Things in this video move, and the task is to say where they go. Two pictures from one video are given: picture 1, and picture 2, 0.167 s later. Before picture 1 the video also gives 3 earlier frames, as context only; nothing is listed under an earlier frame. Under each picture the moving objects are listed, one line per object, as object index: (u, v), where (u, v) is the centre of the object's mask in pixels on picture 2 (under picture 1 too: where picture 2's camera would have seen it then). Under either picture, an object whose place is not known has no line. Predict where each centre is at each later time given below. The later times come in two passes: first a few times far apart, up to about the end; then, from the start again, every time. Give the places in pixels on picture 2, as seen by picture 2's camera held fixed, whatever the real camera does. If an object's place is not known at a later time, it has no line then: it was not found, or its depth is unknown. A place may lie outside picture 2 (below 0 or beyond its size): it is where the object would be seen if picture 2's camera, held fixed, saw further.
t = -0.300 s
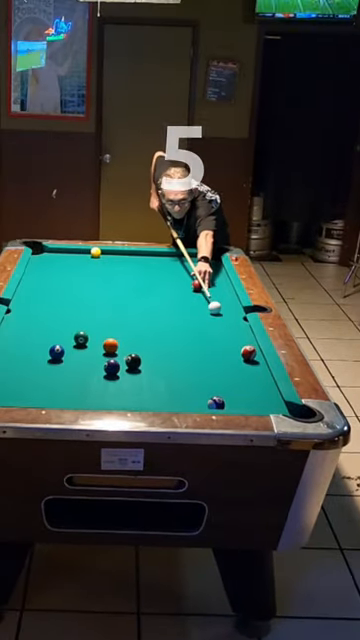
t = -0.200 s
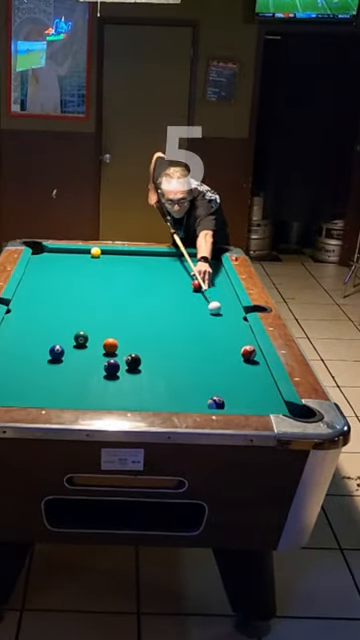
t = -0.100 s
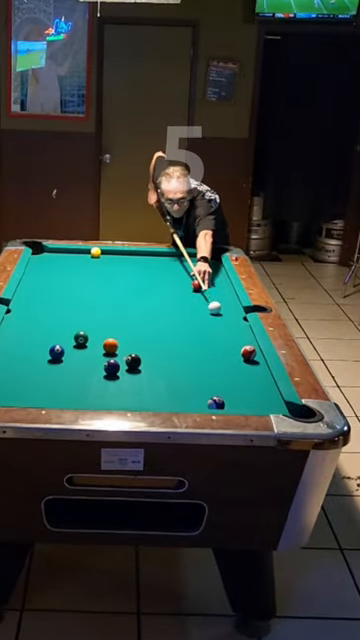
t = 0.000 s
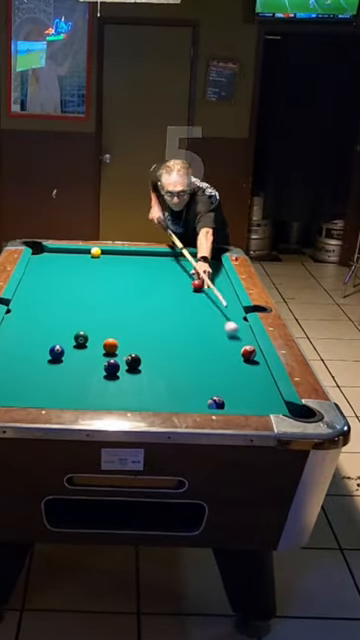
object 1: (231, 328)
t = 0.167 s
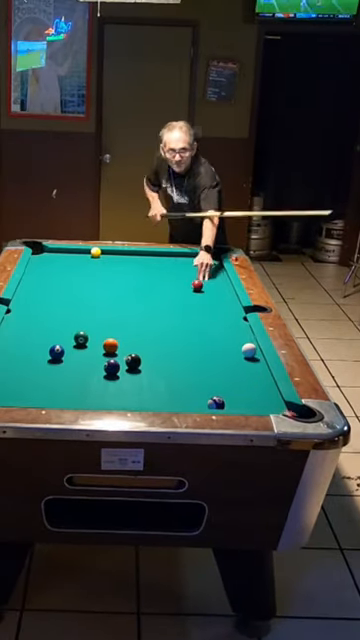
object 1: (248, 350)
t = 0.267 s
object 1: (247, 355)
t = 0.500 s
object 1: (245, 367)
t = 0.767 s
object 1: (241, 378)
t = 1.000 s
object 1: (237, 386)
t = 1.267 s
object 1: (234, 390)
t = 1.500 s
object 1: (234, 392)
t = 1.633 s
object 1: (234, 392)
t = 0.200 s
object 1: (248, 352)
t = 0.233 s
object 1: (248, 353)
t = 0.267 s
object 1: (247, 355)
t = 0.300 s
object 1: (247, 357)
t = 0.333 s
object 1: (247, 359)
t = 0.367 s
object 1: (246, 360)
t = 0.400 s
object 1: (246, 362)
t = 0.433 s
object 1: (245, 364)
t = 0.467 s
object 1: (245, 366)
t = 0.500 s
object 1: (245, 367)
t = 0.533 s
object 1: (244, 369)
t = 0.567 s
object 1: (244, 370)
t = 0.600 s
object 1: (243, 372)
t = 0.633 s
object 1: (243, 373)
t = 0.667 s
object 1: (242, 375)
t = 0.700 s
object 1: (242, 376)
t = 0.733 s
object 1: (241, 377)
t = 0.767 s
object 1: (241, 378)
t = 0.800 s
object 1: (240, 380)
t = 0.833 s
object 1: (240, 381)
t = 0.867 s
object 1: (239, 382)
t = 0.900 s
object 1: (239, 383)
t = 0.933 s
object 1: (238, 384)
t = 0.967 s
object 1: (238, 385)
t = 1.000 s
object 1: (237, 386)
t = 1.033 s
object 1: (237, 386)
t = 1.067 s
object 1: (236, 387)
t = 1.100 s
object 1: (236, 388)
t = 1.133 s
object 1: (235, 388)
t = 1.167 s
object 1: (235, 389)
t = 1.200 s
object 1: (235, 389)
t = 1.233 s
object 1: (235, 390)
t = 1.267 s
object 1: (234, 390)
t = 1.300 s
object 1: (234, 391)
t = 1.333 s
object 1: (234, 391)
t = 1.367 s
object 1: (234, 391)
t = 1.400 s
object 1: (234, 392)
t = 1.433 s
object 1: (234, 392)
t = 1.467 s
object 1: (234, 392)
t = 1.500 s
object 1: (234, 392)
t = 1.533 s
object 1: (234, 392)
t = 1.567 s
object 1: (234, 392)
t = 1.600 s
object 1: (234, 392)
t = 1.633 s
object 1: (234, 392)
